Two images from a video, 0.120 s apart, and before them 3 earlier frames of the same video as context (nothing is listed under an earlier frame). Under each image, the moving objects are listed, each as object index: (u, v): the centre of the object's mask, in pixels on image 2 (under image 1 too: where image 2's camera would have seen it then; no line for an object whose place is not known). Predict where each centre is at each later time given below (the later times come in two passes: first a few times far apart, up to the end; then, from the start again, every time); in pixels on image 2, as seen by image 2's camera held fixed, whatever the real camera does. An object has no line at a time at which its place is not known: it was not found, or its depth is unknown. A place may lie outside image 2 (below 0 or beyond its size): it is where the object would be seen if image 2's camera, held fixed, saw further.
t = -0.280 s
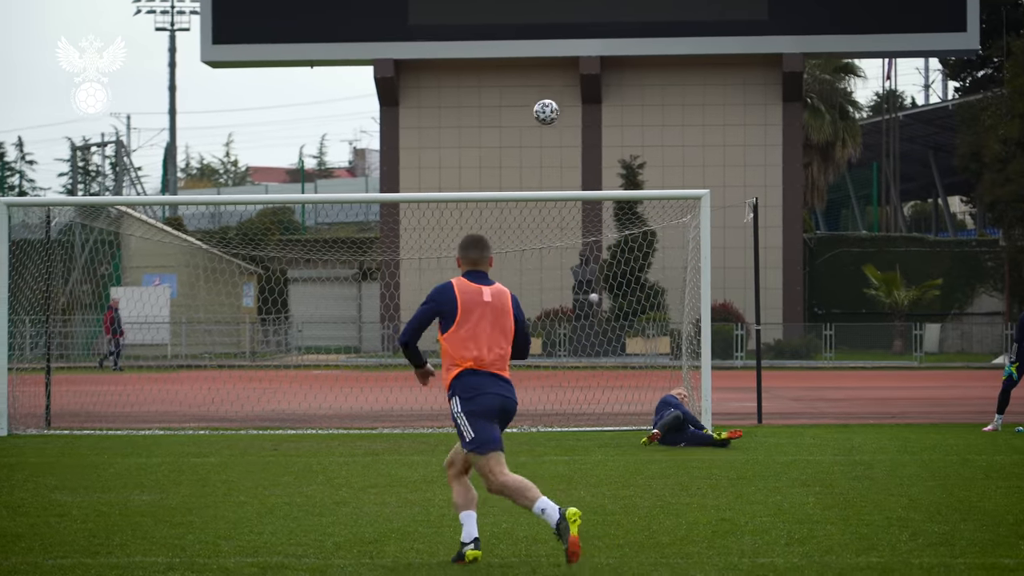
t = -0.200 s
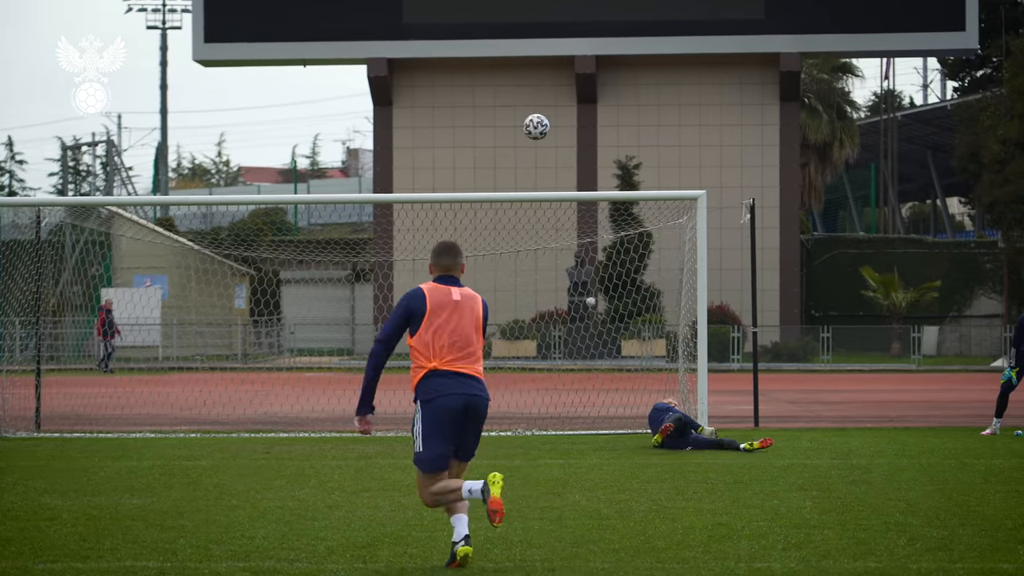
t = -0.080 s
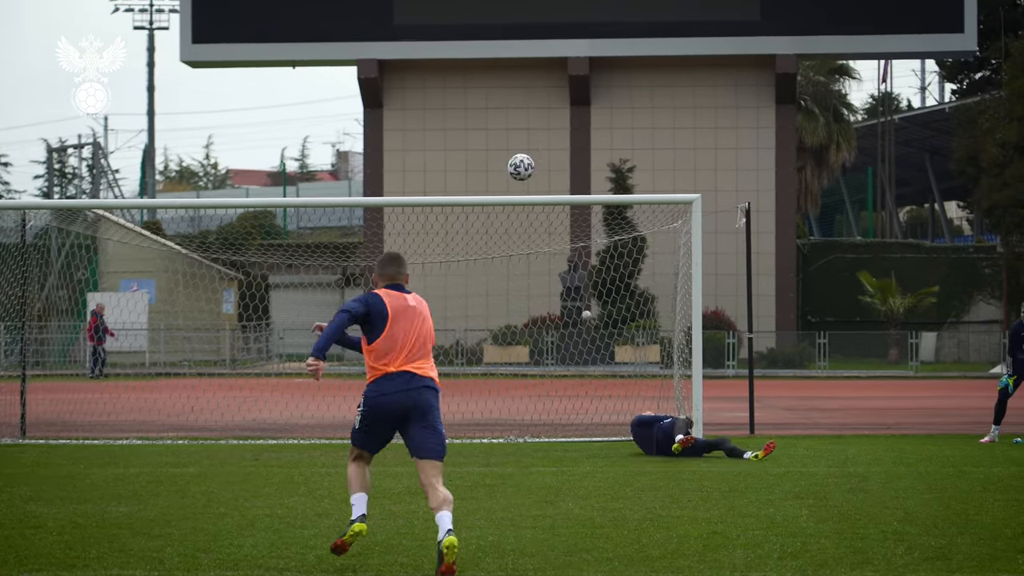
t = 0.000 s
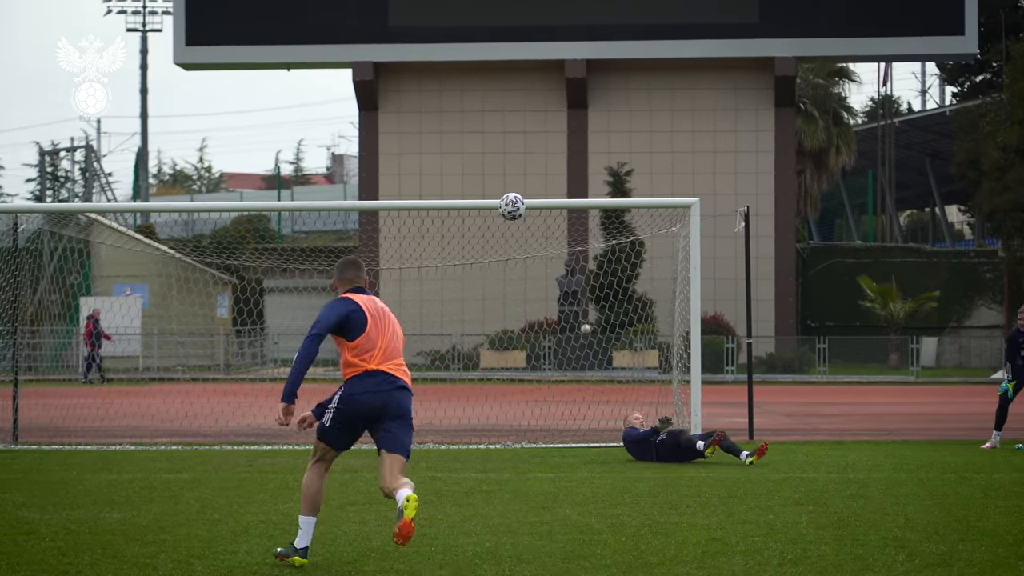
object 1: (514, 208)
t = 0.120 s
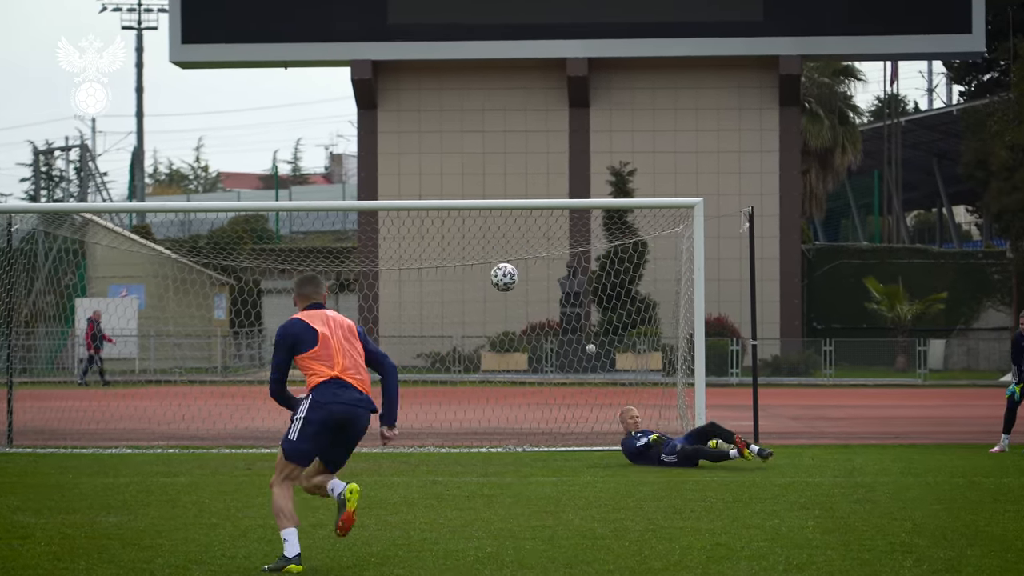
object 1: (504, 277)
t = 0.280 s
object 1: (492, 403)
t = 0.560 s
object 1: (460, 368)
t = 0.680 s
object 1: (446, 326)
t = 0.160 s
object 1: (501, 305)
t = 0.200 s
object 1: (497, 335)
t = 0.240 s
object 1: (494, 368)
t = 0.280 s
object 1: (492, 403)
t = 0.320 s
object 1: (489, 440)
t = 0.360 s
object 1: (487, 476)
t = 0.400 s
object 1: (482, 451)
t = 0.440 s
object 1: (477, 428)
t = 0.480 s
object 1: (471, 406)
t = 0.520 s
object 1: (466, 386)
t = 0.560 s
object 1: (460, 368)
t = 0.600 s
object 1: (456, 352)
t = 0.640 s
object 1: (450, 338)
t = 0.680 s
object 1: (446, 326)
